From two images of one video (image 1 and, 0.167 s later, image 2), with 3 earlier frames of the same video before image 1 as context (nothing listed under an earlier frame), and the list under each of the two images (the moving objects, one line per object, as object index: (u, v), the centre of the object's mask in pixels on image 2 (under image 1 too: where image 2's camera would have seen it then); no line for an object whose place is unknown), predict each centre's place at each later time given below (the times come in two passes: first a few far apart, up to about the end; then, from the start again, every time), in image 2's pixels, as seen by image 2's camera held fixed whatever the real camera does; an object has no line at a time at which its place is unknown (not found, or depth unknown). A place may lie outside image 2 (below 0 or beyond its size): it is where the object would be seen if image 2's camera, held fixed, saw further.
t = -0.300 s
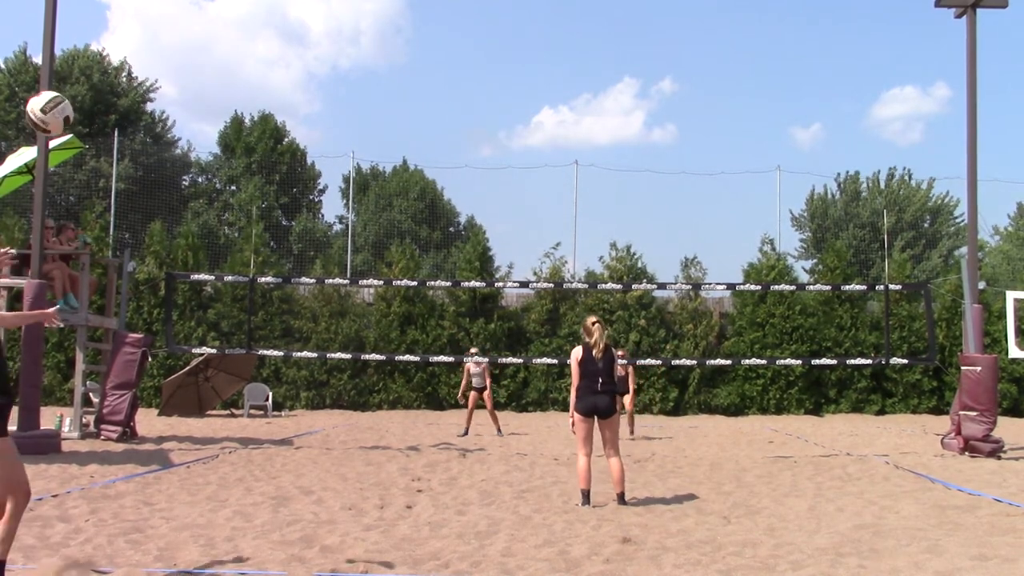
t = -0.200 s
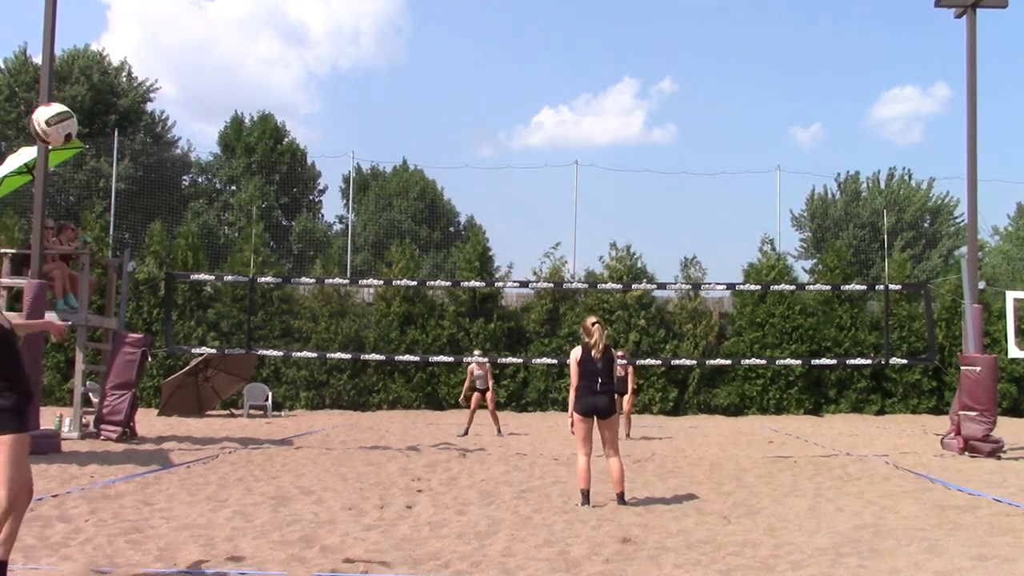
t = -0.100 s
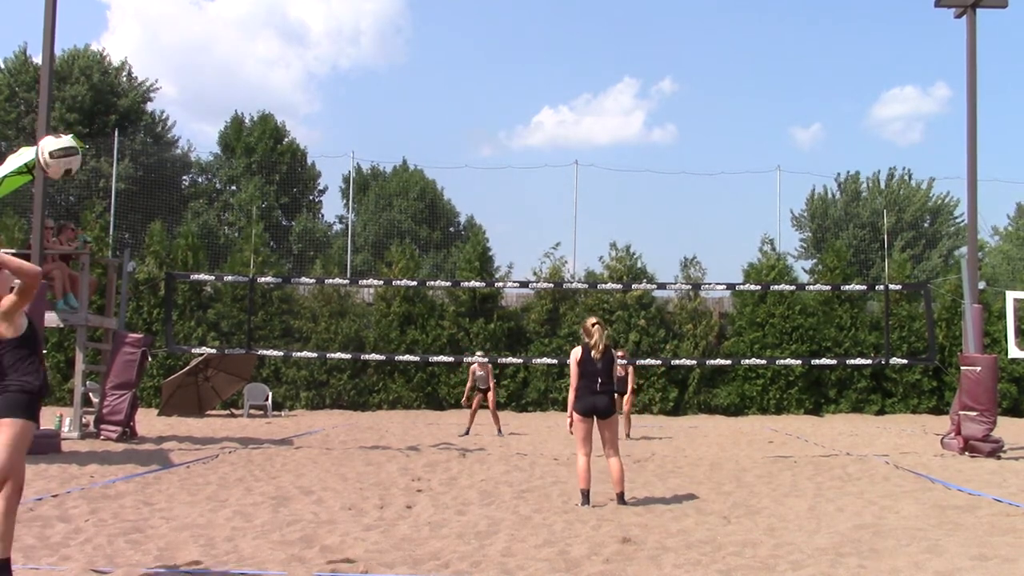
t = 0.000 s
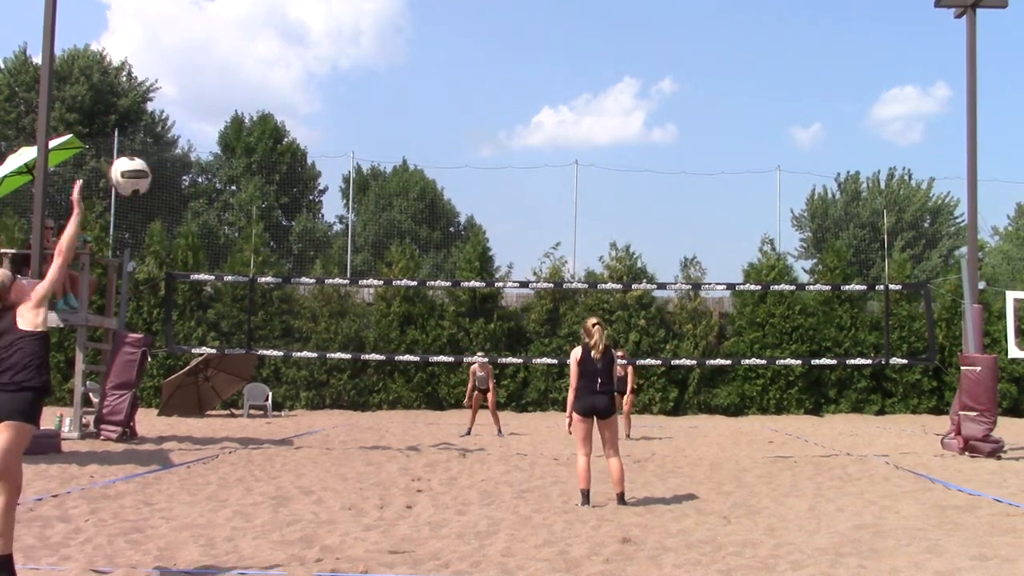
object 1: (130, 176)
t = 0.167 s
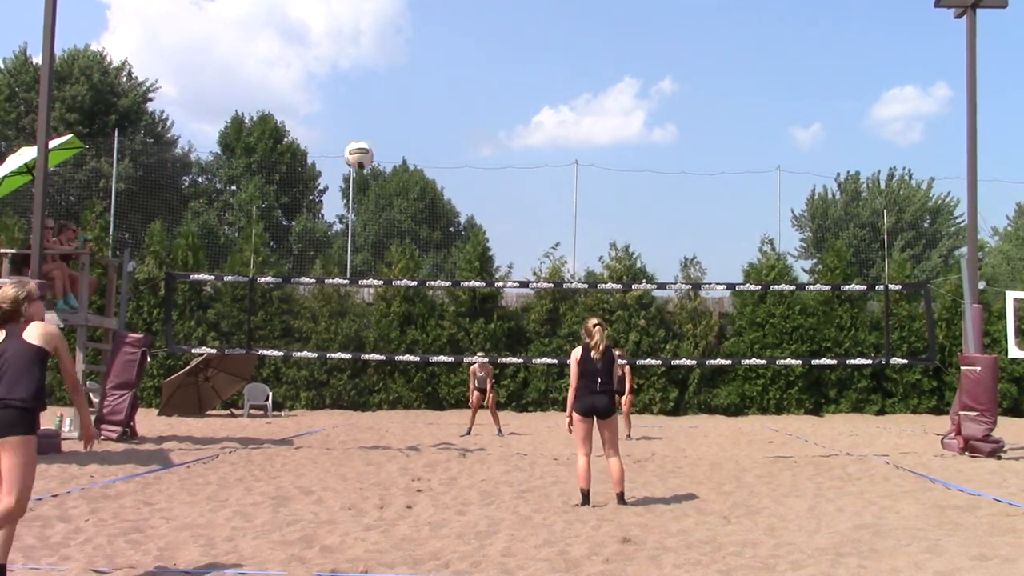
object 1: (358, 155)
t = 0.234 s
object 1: (418, 159)
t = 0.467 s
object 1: (560, 193)
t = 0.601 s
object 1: (614, 223)
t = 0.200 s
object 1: (389, 157)
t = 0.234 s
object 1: (418, 159)
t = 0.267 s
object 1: (444, 162)
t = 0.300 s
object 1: (467, 166)
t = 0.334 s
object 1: (489, 170)
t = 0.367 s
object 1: (509, 175)
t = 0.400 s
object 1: (527, 180)
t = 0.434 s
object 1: (544, 186)
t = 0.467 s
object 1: (560, 193)
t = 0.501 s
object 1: (575, 200)
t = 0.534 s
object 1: (589, 207)
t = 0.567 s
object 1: (602, 215)
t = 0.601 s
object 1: (614, 223)
